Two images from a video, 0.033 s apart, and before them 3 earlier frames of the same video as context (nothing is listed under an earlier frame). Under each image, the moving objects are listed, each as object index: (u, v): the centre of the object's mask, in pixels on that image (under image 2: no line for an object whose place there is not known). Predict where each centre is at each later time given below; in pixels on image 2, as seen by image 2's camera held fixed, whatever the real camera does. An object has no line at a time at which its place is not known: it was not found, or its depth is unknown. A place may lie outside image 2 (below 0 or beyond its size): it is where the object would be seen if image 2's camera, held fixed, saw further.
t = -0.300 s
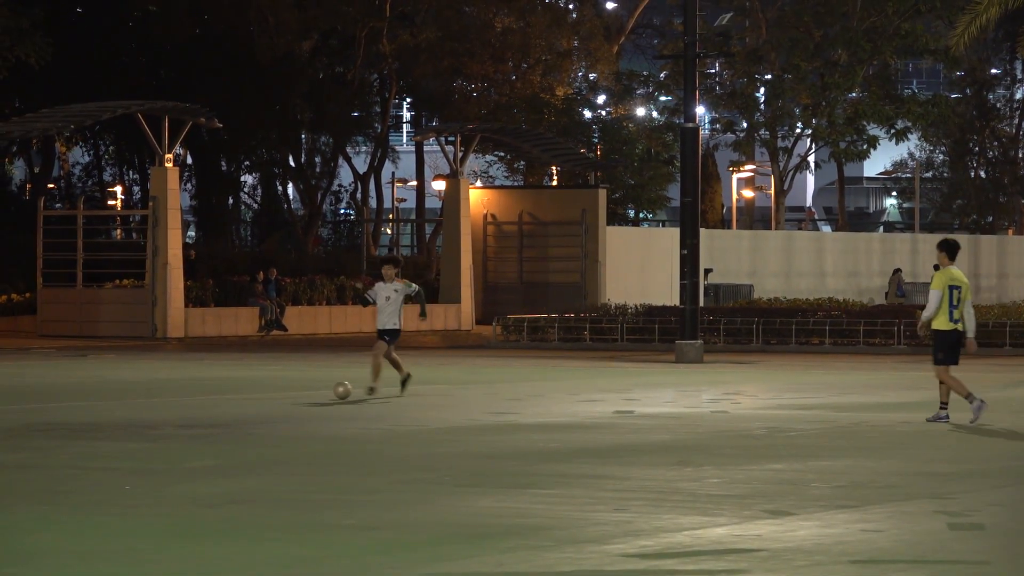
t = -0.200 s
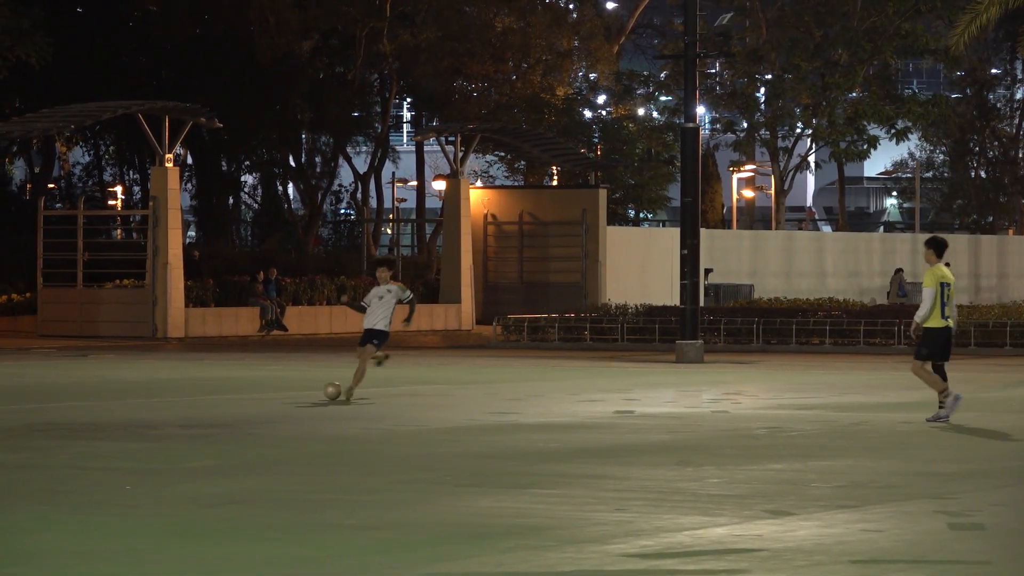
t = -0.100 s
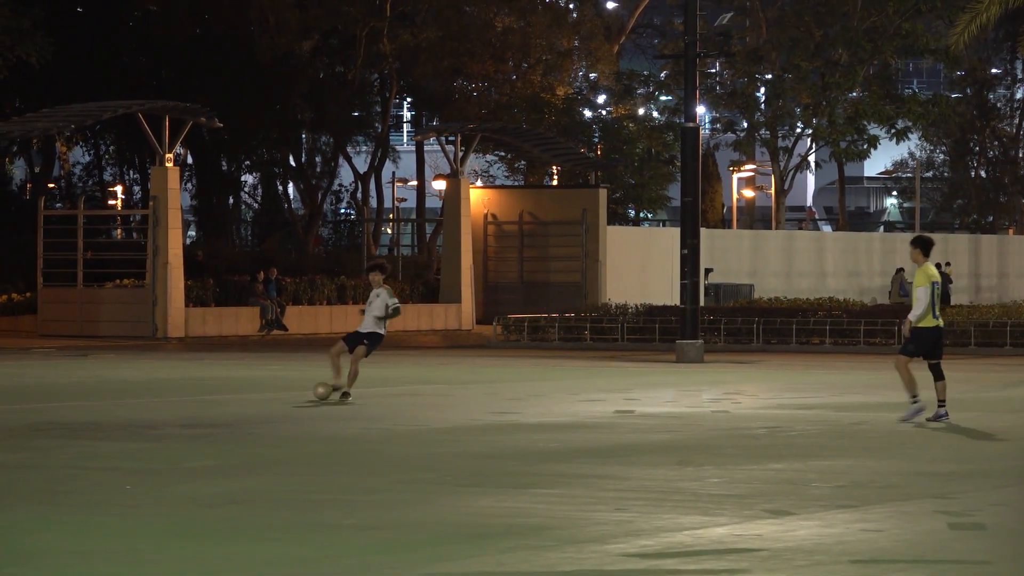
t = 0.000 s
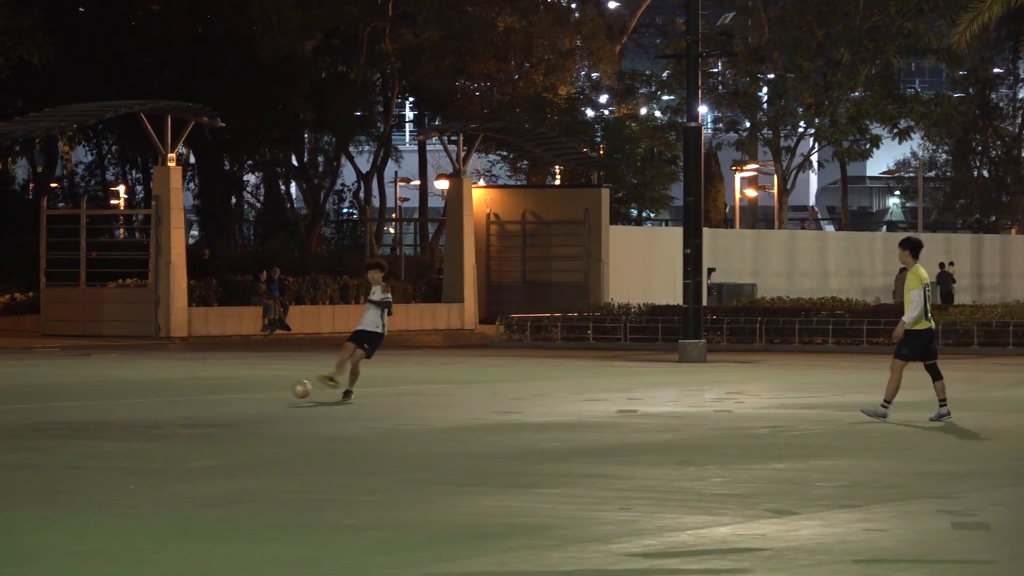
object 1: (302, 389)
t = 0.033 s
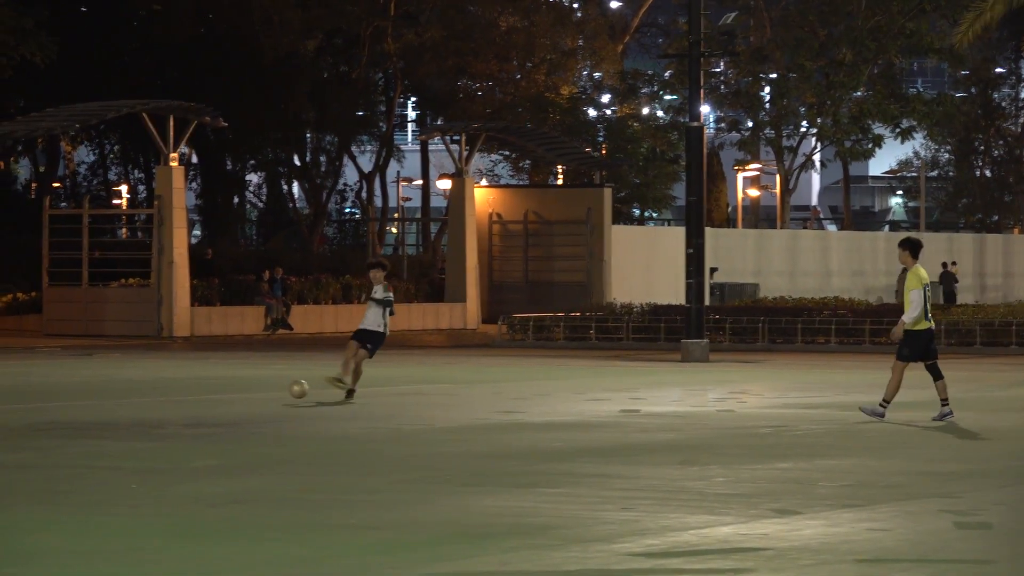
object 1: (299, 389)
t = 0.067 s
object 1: (290, 391)
